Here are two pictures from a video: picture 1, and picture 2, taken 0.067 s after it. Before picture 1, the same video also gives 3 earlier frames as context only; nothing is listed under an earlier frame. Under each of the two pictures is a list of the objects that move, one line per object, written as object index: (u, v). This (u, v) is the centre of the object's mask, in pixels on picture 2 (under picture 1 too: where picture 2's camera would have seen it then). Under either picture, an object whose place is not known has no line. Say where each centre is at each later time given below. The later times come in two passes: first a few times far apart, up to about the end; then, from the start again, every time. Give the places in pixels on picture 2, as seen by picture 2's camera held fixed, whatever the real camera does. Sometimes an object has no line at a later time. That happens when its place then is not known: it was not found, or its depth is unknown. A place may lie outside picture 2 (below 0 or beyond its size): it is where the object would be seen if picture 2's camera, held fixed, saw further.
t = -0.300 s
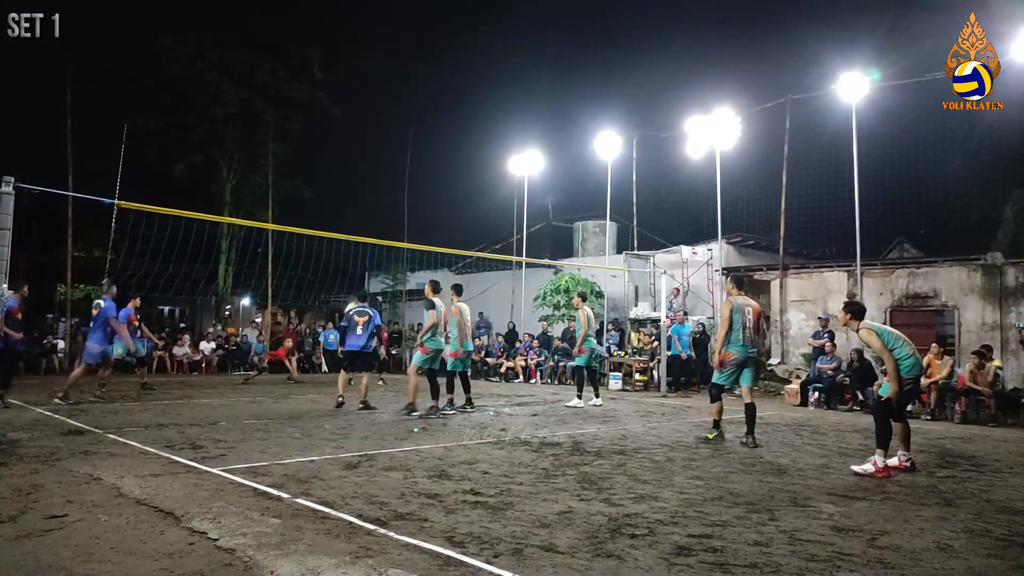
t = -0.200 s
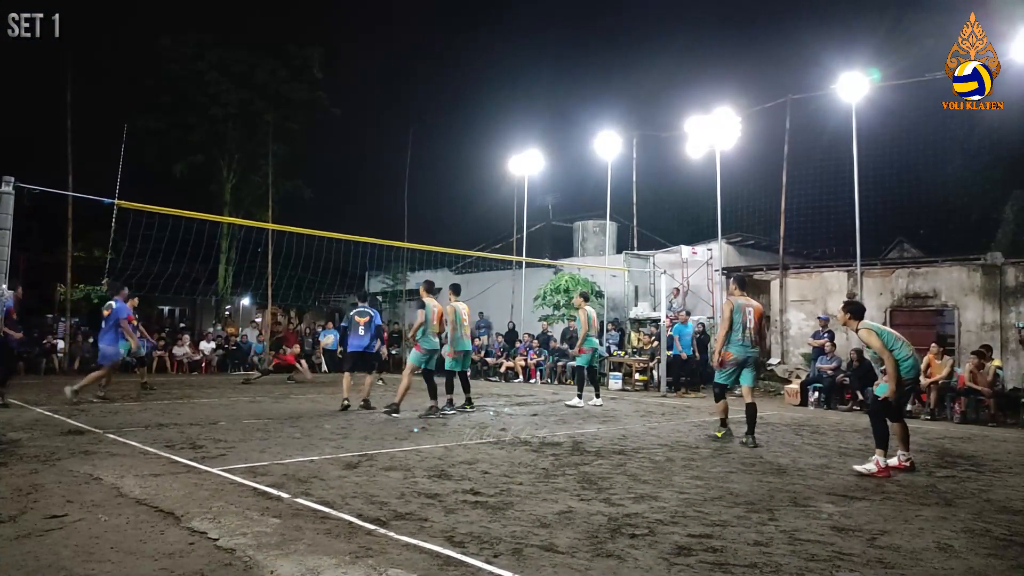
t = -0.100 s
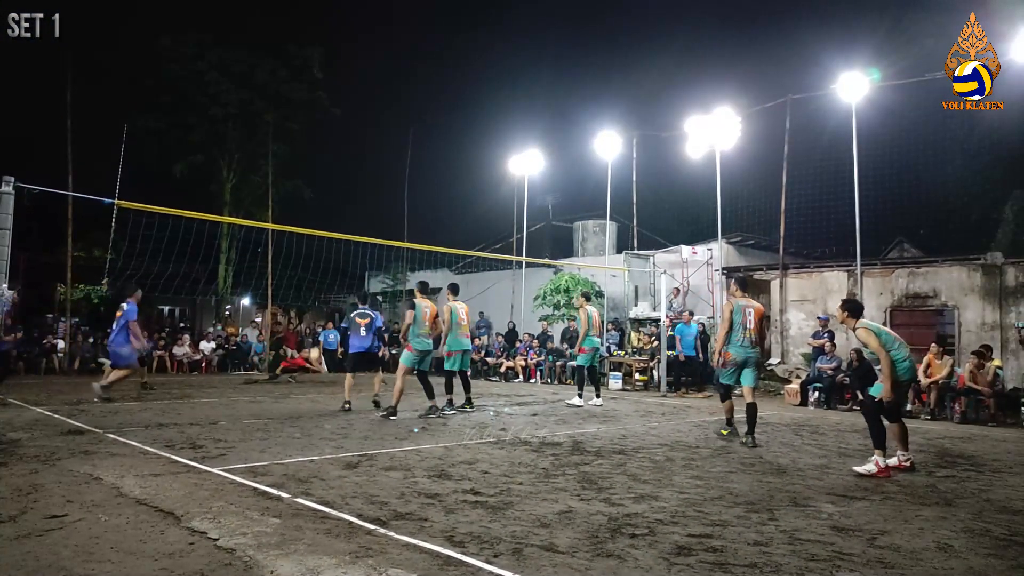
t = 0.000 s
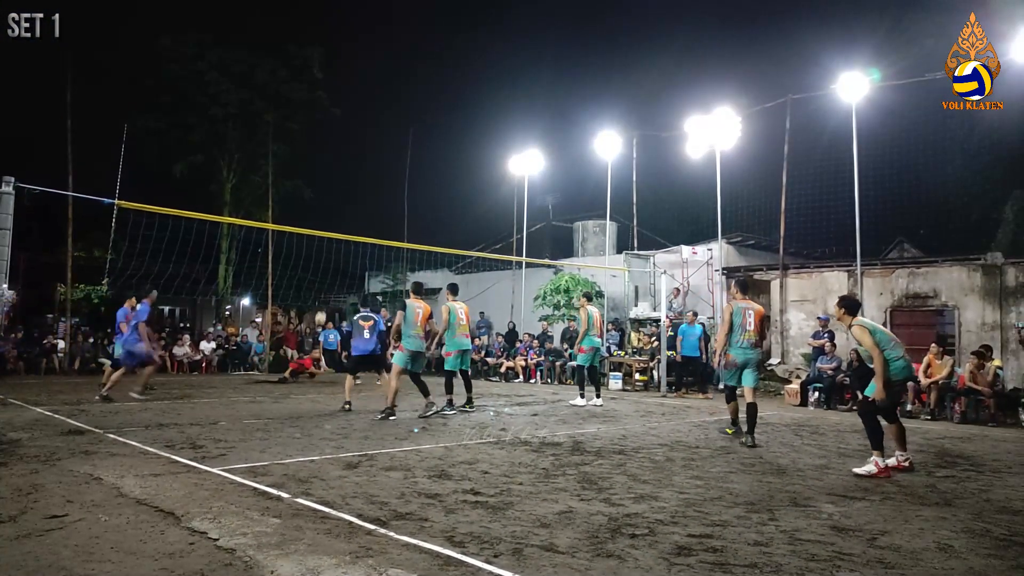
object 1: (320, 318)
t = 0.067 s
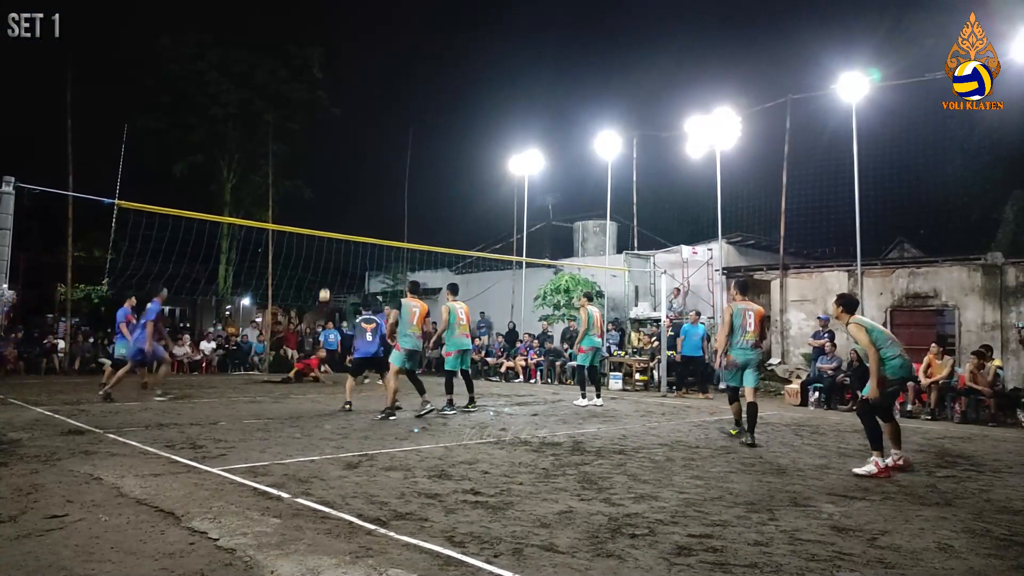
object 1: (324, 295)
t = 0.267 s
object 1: (334, 237)
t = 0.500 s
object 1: (343, 190)
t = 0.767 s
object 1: (352, 164)
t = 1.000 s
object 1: (358, 169)
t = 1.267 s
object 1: (364, 212)
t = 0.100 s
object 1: (326, 284)
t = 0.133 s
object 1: (327, 274)
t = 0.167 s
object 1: (329, 264)
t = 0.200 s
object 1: (330, 255)
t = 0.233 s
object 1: (332, 246)
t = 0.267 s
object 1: (334, 237)
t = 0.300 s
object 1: (335, 228)
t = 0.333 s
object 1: (336, 222)
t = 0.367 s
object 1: (338, 214)
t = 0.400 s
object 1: (339, 208)
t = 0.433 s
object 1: (340, 201)
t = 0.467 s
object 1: (342, 196)
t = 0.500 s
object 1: (343, 190)
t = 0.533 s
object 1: (344, 185)
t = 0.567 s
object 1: (345, 180)
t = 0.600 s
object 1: (346, 177)
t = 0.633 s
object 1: (347, 173)
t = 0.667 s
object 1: (348, 170)
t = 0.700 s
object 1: (349, 168)
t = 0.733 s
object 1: (351, 166)
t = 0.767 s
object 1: (352, 164)
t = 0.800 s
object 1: (353, 164)
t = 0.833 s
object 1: (354, 163)
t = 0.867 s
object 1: (354, 163)
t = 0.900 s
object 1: (355, 164)
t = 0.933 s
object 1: (356, 165)
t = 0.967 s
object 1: (357, 167)
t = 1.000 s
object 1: (358, 169)
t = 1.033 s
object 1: (359, 173)
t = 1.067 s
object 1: (360, 177)
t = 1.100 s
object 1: (360, 181)
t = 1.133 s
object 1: (361, 186)
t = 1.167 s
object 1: (362, 191)
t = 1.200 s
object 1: (362, 197)
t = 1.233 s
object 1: (363, 205)
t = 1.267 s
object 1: (364, 212)
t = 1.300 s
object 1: (364, 220)
